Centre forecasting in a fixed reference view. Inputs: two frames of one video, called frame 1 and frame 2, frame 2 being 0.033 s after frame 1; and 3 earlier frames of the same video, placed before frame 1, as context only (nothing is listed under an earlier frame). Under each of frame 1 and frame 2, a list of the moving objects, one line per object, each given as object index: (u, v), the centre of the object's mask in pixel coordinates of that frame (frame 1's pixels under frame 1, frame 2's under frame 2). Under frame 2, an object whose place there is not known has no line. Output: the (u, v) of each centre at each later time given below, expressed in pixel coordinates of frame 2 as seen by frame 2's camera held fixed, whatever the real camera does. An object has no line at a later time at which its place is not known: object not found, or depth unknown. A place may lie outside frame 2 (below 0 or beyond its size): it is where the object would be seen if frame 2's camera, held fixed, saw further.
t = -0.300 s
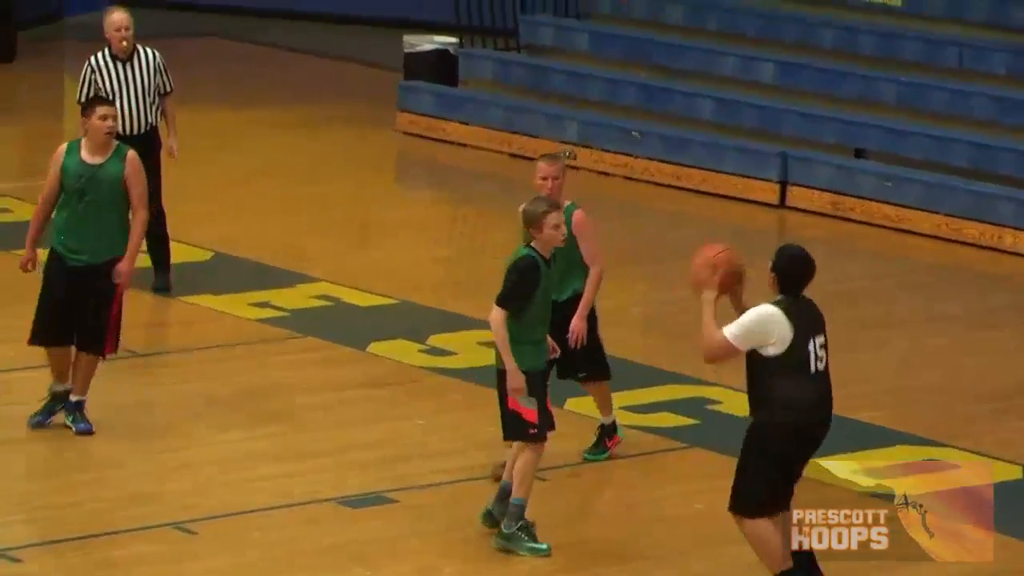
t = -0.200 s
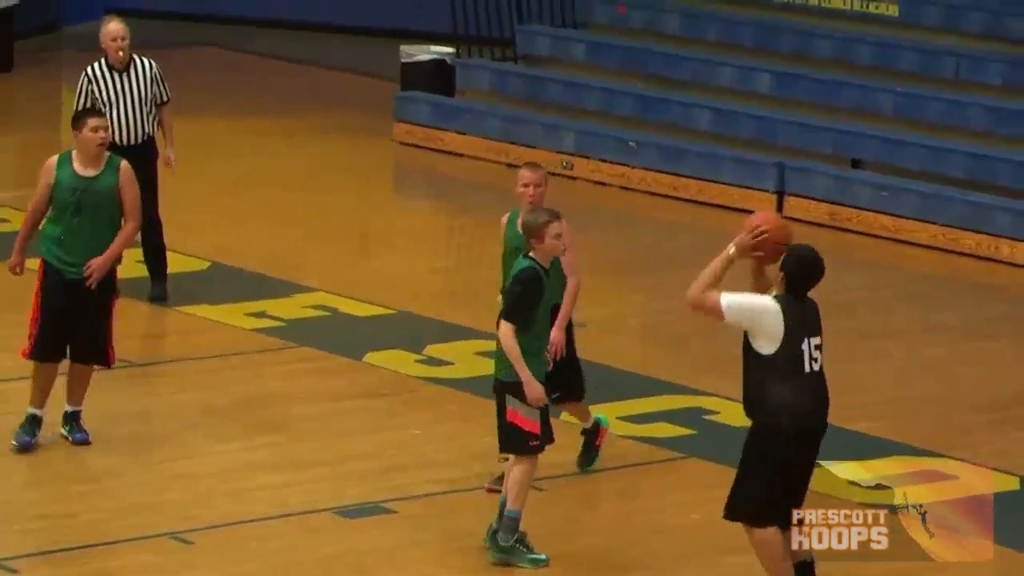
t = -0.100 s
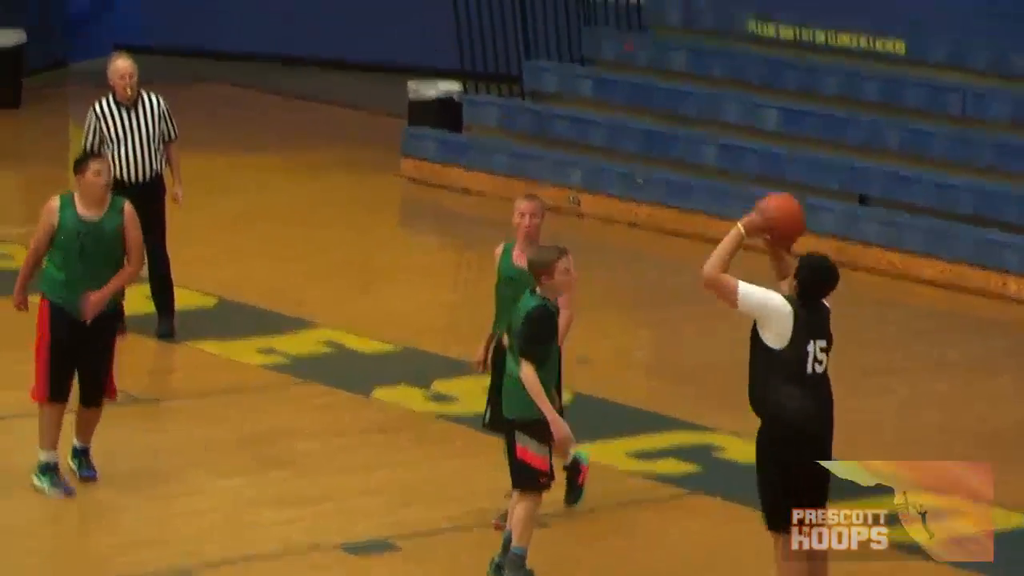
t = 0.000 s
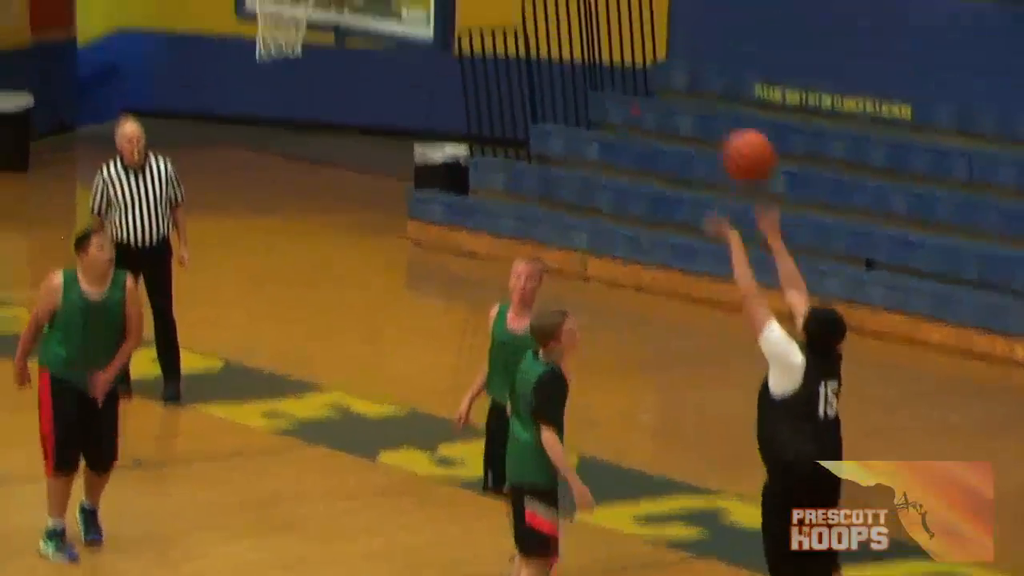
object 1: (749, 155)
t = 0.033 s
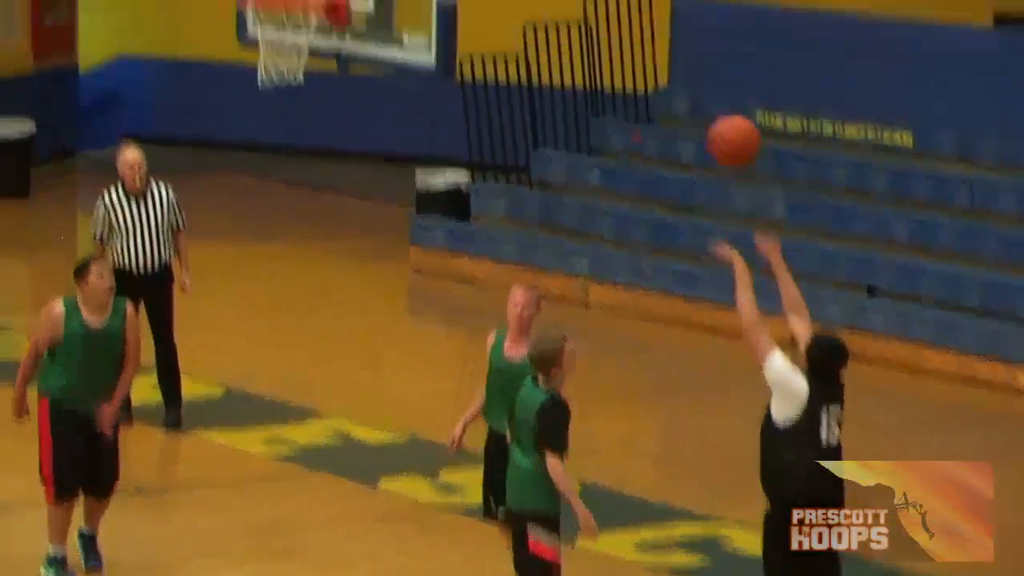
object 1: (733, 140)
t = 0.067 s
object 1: (718, 100)
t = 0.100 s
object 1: (702, 65)
